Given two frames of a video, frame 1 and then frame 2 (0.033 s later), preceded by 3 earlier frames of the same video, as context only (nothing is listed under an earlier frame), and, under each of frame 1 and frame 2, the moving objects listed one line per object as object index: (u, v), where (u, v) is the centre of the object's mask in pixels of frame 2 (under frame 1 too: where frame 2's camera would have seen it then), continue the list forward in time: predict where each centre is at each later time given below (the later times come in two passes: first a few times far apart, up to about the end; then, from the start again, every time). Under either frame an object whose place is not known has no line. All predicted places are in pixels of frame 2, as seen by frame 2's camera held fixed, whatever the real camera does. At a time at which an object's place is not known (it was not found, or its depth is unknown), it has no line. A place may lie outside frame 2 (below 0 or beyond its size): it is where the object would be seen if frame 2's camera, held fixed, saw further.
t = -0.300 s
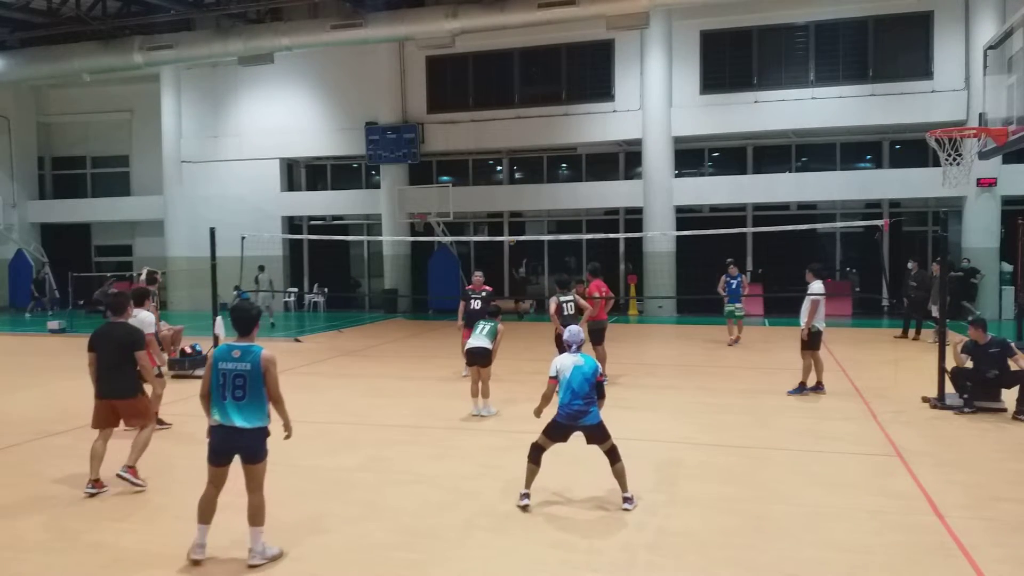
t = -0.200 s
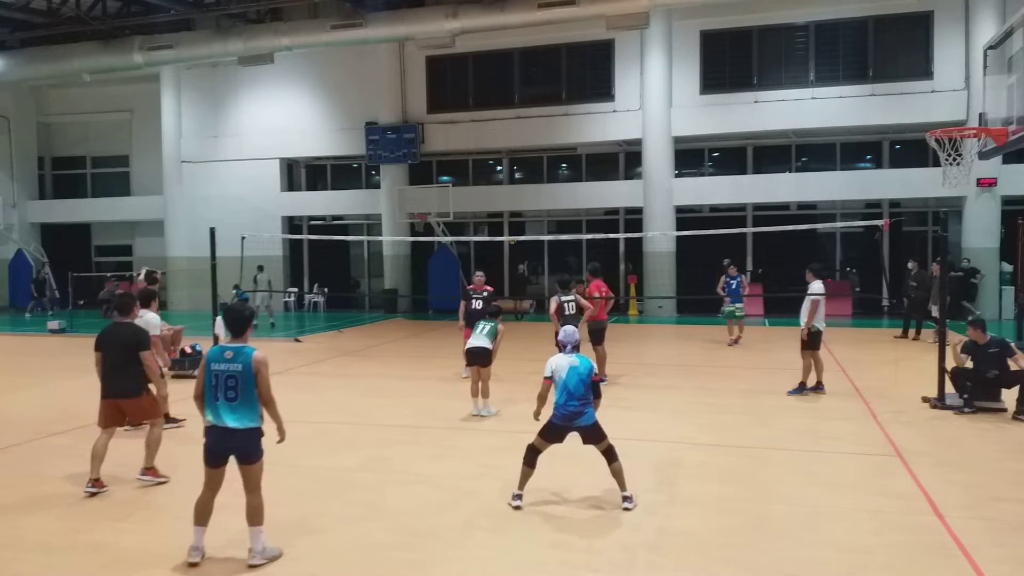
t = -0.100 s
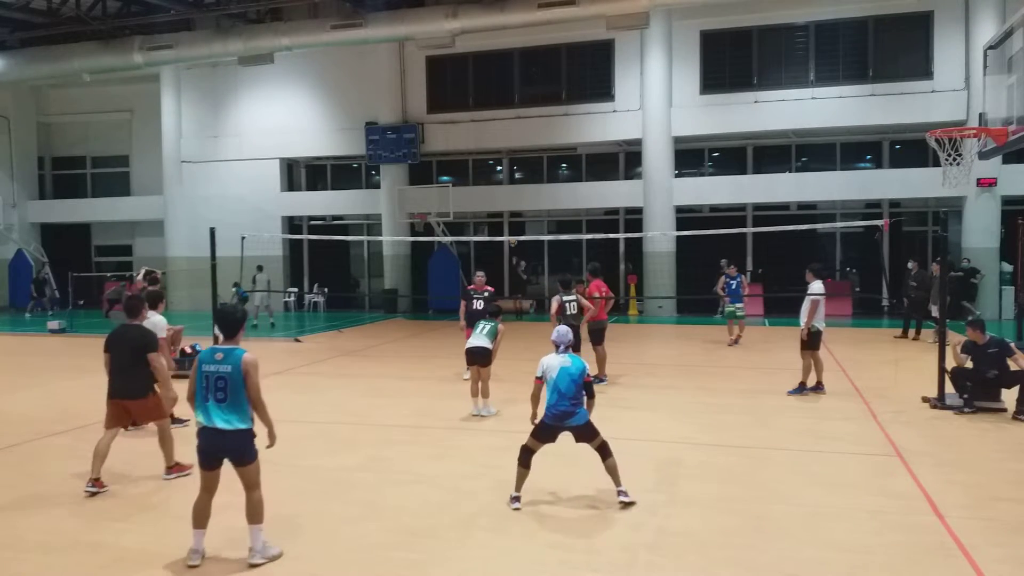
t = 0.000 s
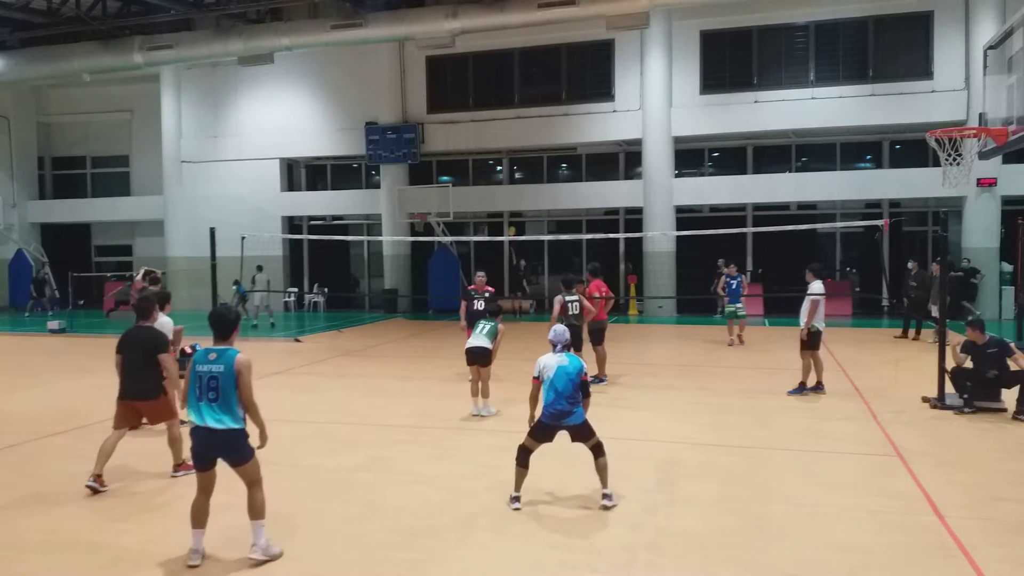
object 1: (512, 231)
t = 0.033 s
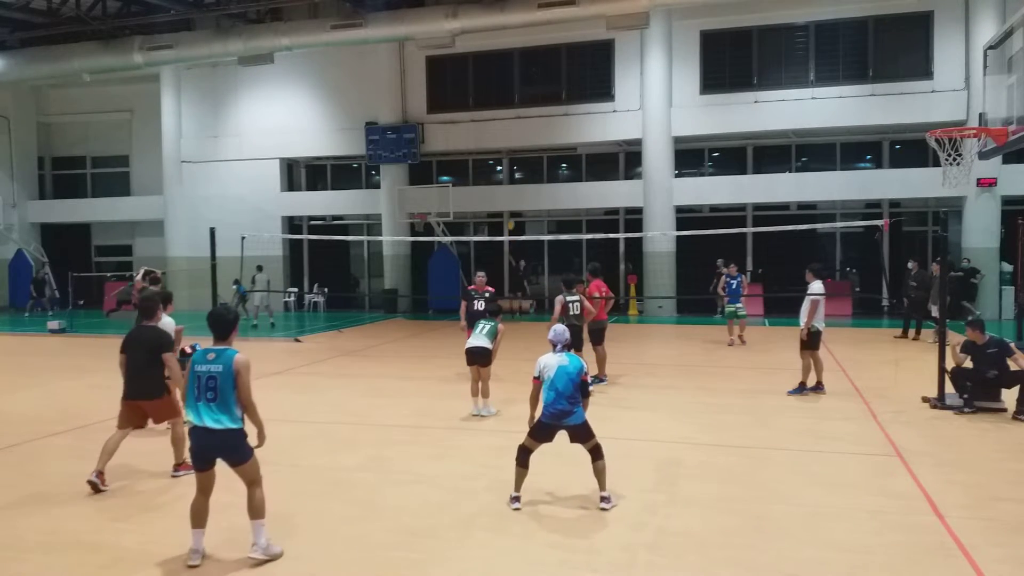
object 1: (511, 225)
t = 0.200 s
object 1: (505, 191)
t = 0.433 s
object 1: (492, 158)
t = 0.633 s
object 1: (477, 145)
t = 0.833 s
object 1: (459, 159)
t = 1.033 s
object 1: (430, 218)
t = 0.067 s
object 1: (510, 218)
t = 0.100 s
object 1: (509, 212)
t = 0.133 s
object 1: (508, 205)
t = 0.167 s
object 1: (507, 199)
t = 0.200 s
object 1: (505, 191)
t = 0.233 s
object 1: (503, 186)
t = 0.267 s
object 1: (501, 181)
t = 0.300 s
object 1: (499, 176)
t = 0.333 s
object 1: (498, 171)
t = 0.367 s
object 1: (496, 166)
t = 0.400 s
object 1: (494, 161)
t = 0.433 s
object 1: (492, 158)
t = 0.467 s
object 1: (489, 154)
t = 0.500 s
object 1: (487, 151)
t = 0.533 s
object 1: (485, 149)
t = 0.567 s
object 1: (482, 148)
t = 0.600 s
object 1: (480, 146)
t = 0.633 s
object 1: (477, 145)
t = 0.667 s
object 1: (475, 145)
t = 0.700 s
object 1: (472, 146)
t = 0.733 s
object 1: (469, 148)
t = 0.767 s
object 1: (465, 151)
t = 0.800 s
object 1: (462, 155)
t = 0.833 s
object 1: (459, 159)
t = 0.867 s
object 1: (455, 165)
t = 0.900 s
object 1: (451, 172)
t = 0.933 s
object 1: (447, 180)
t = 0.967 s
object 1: (442, 191)
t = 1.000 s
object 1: (436, 203)
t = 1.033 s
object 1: (430, 218)
